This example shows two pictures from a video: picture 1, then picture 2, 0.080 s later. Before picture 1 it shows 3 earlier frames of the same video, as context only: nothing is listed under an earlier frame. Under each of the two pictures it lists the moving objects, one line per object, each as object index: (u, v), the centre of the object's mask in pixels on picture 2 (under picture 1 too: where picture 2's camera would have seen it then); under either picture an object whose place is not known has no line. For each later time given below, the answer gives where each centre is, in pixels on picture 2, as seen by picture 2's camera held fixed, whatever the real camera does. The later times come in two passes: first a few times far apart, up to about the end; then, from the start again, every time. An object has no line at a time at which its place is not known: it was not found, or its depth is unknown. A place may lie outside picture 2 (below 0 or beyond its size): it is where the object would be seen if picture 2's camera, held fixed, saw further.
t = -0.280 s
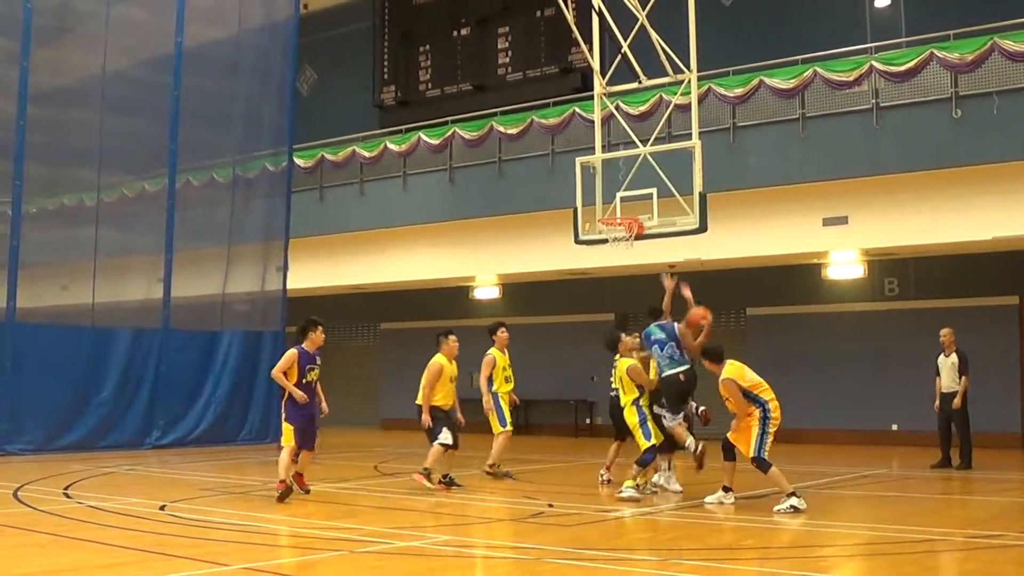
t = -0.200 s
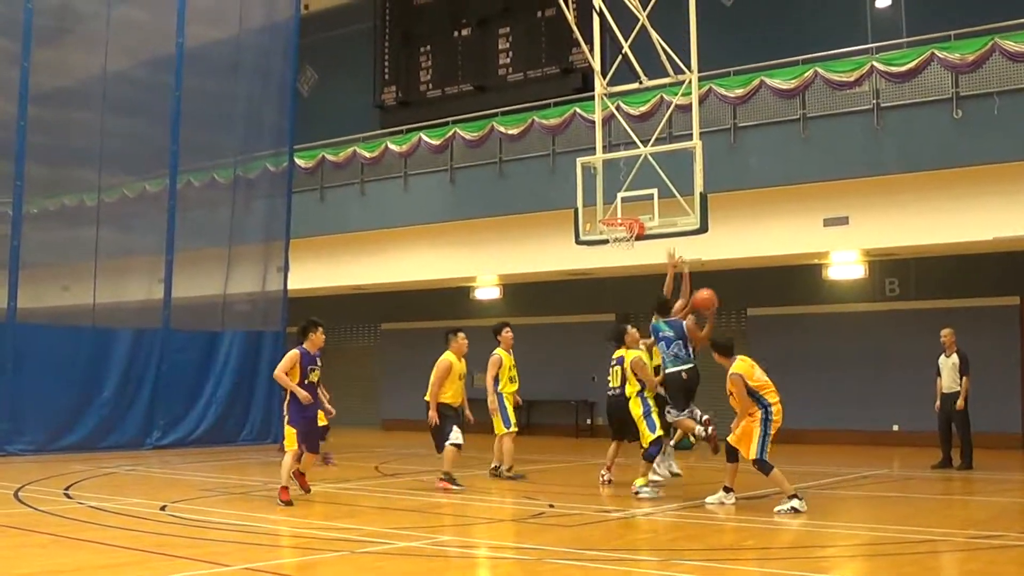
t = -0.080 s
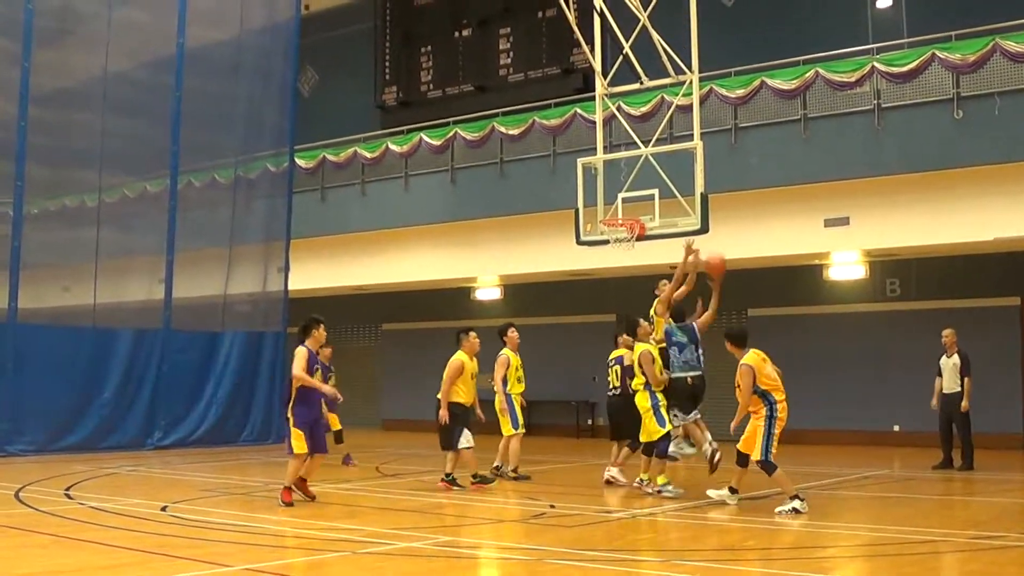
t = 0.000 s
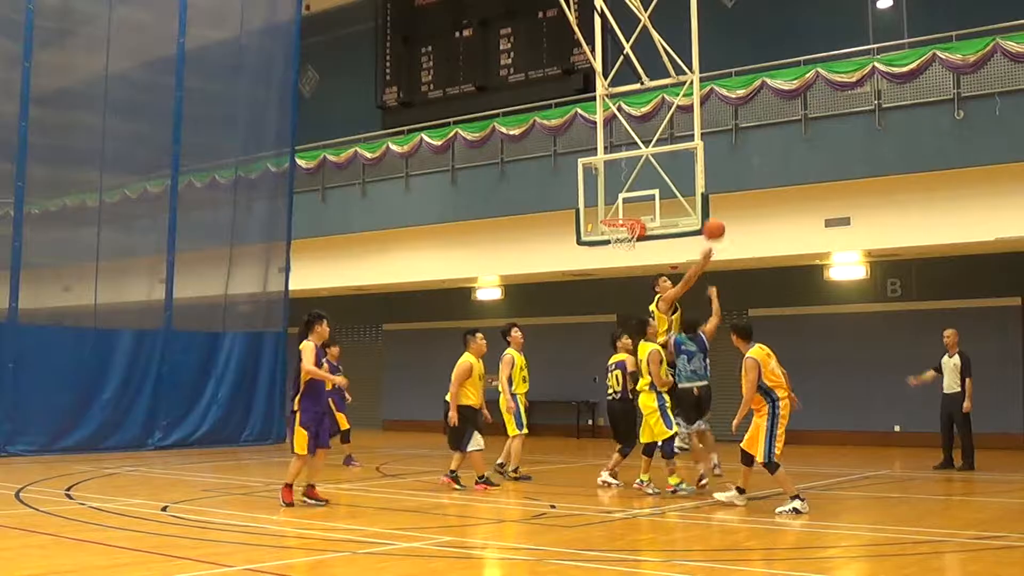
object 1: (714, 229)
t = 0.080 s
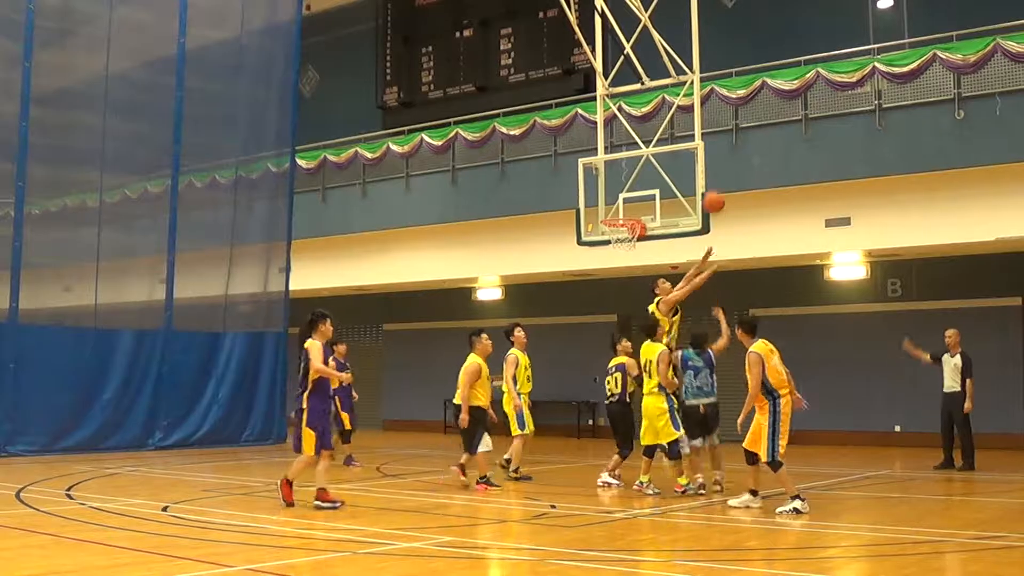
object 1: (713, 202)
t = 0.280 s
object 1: (713, 162)
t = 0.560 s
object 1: (716, 167)
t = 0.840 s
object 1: (767, 233)
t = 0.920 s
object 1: (782, 264)
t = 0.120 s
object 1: (714, 191)
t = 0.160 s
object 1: (713, 182)
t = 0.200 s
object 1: (713, 174)
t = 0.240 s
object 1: (713, 168)
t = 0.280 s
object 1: (713, 162)
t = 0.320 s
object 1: (713, 159)
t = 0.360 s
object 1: (713, 157)
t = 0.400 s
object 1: (713, 157)
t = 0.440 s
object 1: (713, 157)
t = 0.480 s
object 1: (713, 159)
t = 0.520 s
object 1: (712, 163)
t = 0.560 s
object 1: (716, 167)
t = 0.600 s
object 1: (724, 172)
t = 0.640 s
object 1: (732, 179)
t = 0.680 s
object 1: (739, 187)
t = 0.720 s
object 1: (746, 196)
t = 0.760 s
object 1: (753, 210)
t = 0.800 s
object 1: (760, 220)
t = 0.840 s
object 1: (767, 233)
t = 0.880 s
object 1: (774, 247)
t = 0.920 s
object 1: (782, 264)
